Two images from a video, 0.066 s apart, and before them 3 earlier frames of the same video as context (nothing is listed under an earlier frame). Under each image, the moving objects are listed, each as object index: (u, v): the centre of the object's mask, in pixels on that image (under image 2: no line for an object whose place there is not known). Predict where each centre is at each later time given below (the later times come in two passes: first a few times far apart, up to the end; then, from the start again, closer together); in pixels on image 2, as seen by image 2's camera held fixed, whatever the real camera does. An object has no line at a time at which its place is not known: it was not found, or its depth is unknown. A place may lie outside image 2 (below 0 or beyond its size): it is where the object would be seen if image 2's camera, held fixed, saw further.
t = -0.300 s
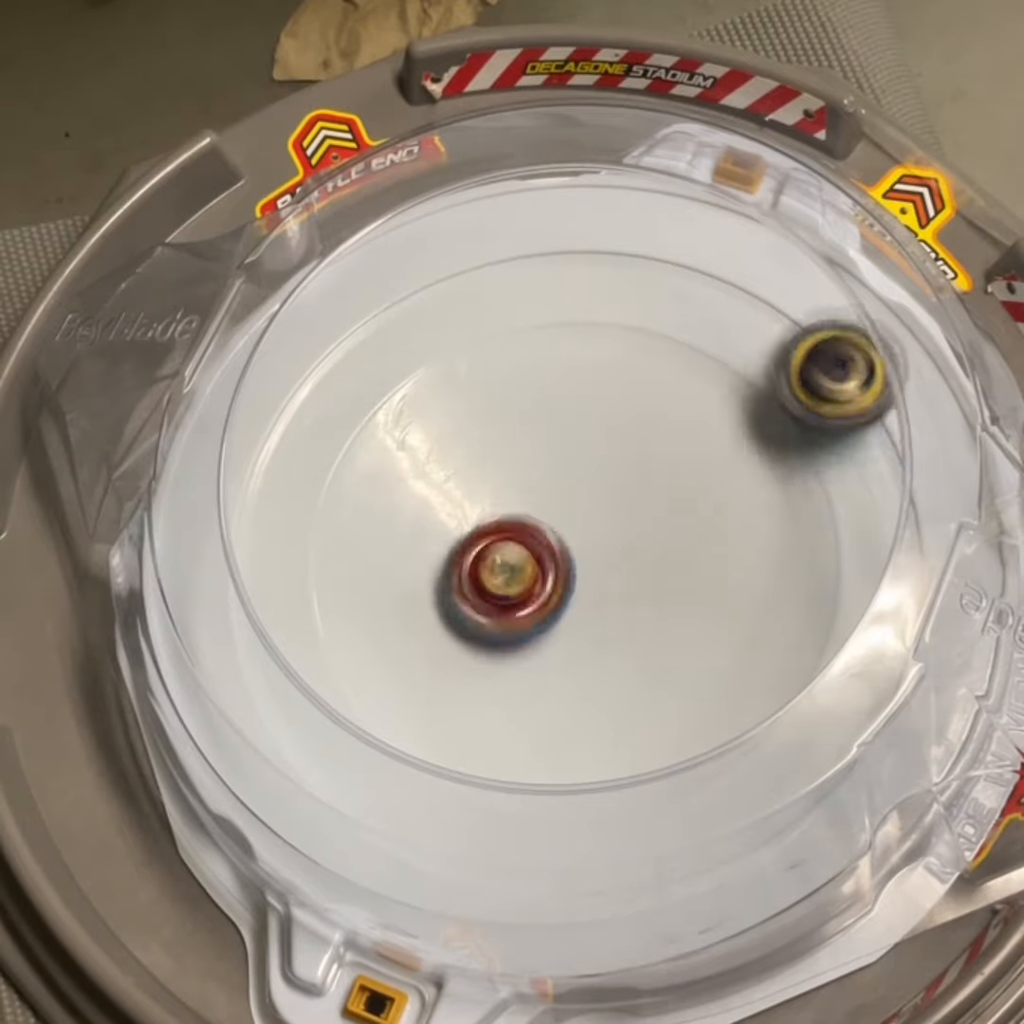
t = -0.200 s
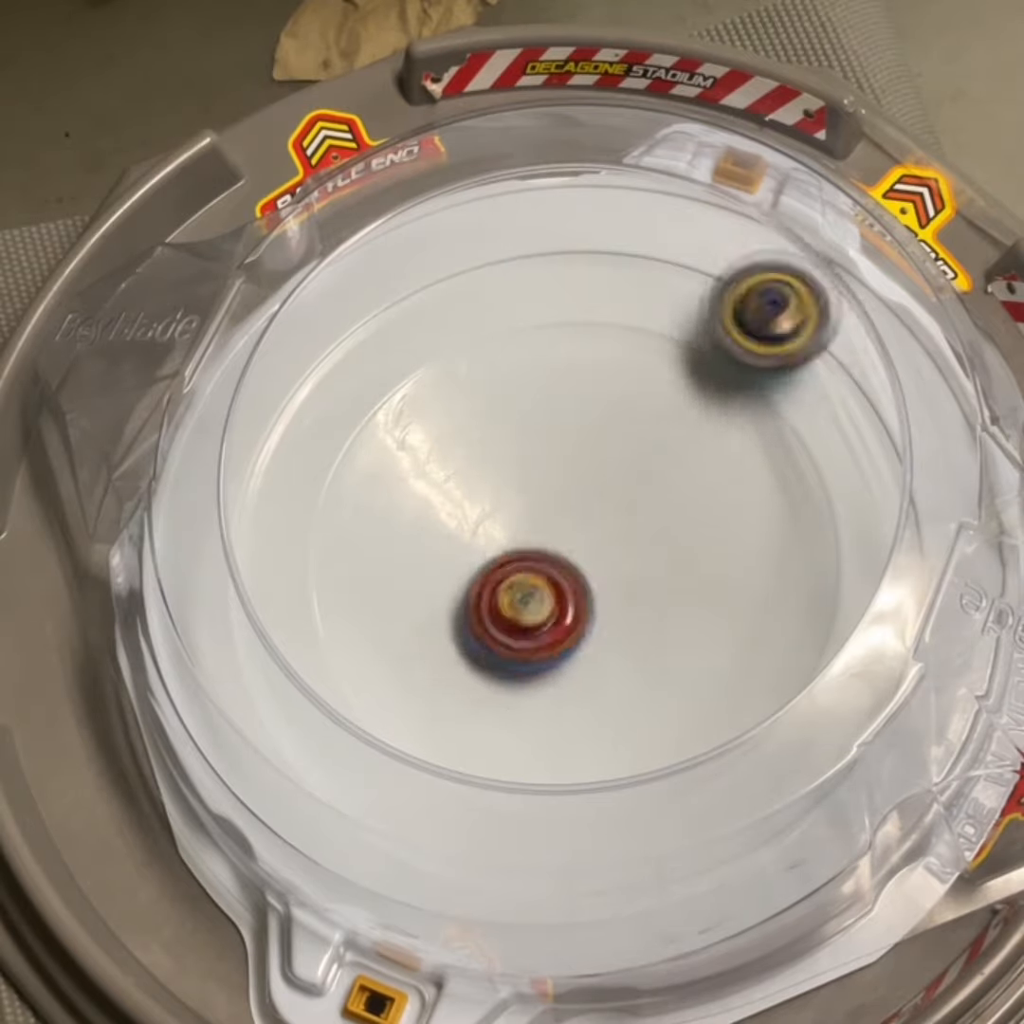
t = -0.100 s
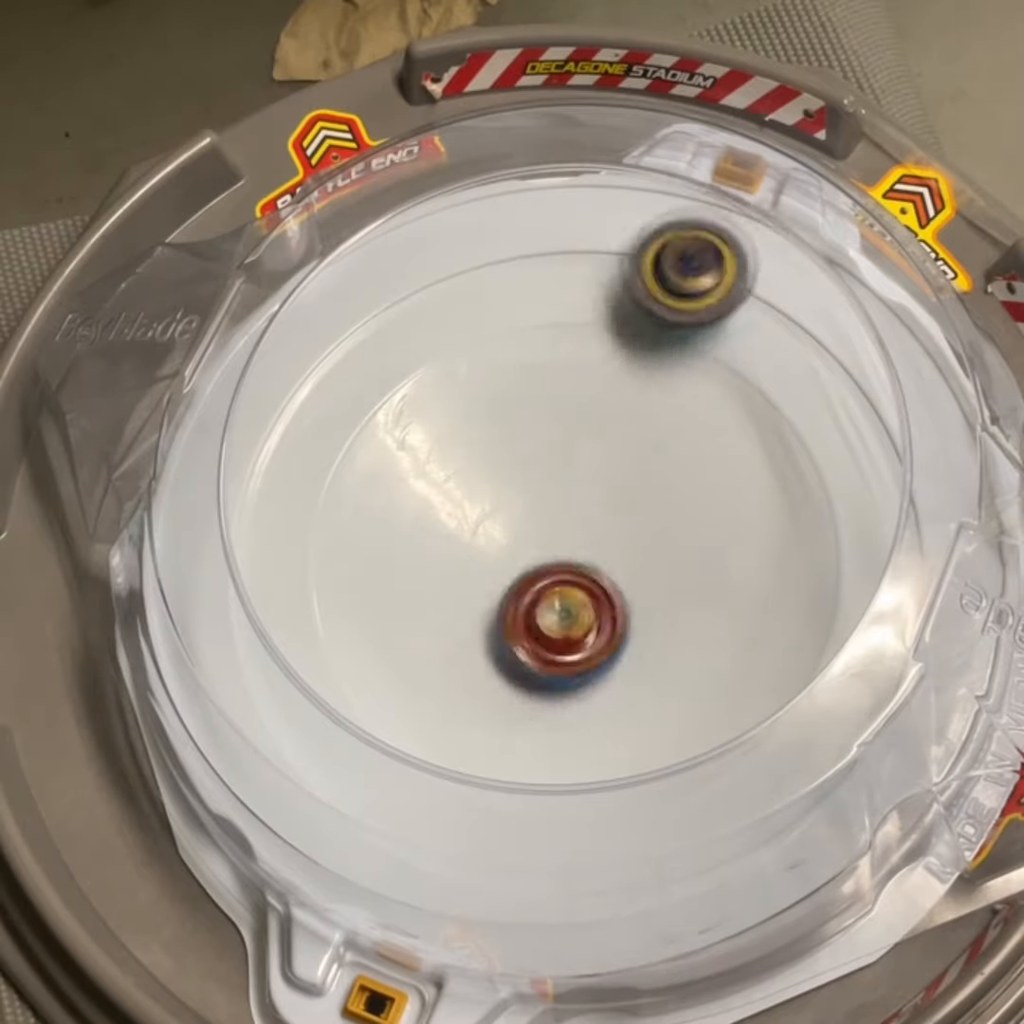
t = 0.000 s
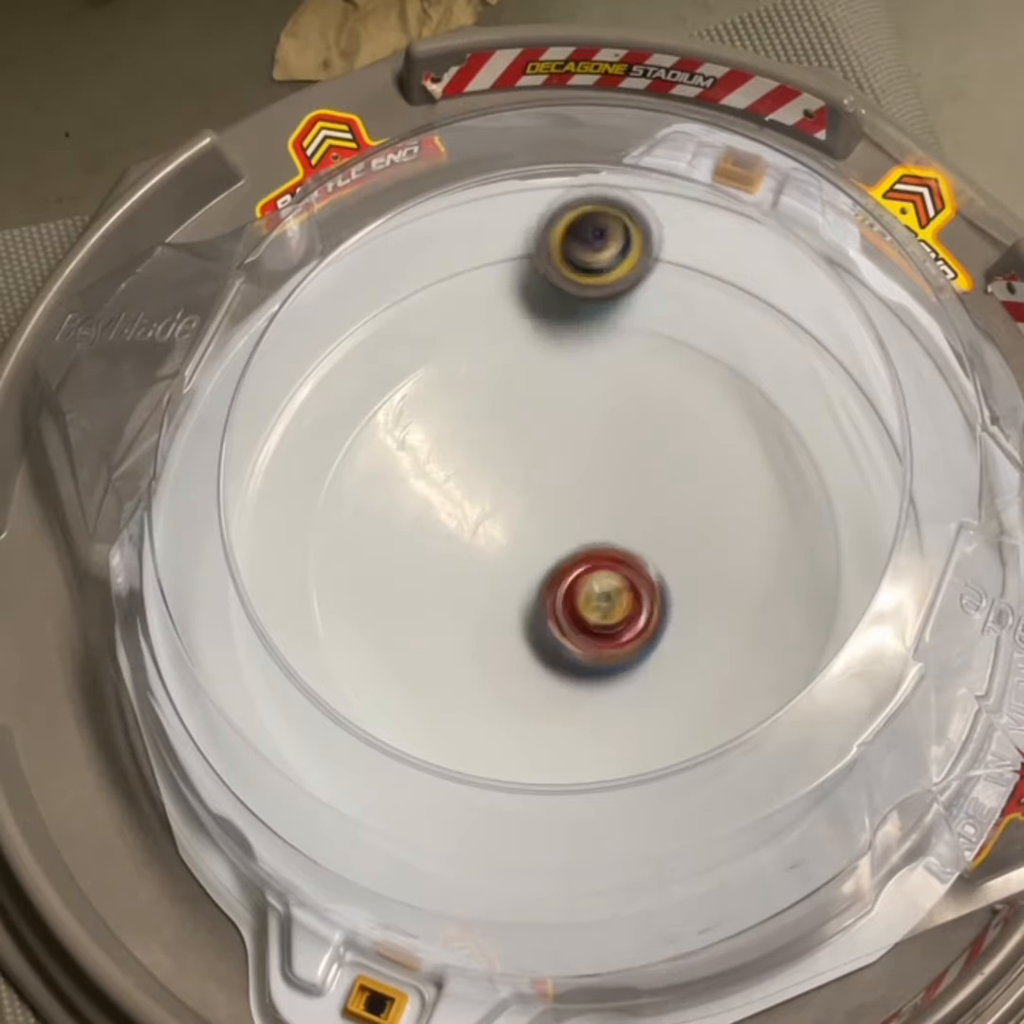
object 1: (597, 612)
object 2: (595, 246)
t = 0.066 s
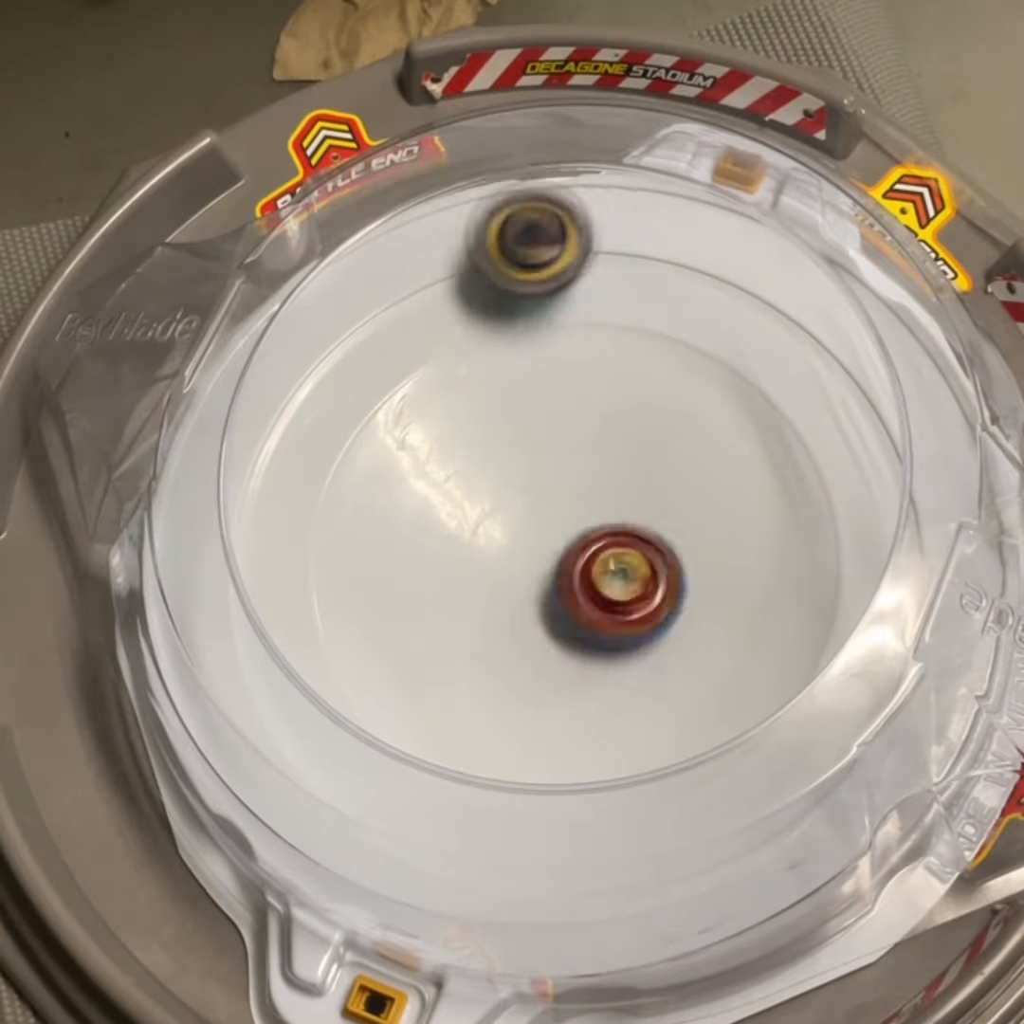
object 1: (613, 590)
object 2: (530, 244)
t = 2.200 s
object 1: (570, 512)
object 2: (452, 713)
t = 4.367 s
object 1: (509, 553)
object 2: (657, 620)
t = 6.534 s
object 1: (591, 586)
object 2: (558, 454)
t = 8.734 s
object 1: (585, 534)
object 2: (539, 644)
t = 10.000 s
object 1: (766, 512)
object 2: (470, 652)
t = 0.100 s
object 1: (616, 575)
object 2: (498, 246)
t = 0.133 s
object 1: (616, 562)
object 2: (466, 251)
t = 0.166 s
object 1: (612, 549)
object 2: (432, 263)
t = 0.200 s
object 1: (607, 537)
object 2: (401, 284)
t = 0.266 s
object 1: (589, 515)
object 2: (344, 326)
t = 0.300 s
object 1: (577, 509)
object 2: (319, 351)
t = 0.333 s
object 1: (564, 506)
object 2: (296, 382)
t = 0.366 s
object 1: (552, 502)
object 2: (276, 414)
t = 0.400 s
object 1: (540, 503)
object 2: (256, 452)
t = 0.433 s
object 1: (526, 507)
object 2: (249, 486)
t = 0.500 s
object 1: (507, 520)
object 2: (239, 562)
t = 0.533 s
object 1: (499, 531)
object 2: (241, 597)
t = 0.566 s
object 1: (495, 543)
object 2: (251, 629)
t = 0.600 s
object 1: (494, 556)
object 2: (262, 658)
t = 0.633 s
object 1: (497, 568)
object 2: (278, 682)
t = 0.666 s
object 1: (503, 581)
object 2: (292, 706)
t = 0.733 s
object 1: (524, 600)
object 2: (326, 751)
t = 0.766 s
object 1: (537, 606)
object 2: (345, 772)
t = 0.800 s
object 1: (550, 611)
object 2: (370, 789)
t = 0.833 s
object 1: (564, 612)
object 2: (397, 802)
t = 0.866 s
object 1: (578, 610)
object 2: (422, 816)
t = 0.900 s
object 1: (592, 606)
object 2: (450, 822)
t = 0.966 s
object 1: (612, 593)
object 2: (506, 838)
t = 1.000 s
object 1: (621, 583)
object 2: (538, 839)
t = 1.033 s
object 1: (625, 572)
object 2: (569, 837)
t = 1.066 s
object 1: (627, 561)
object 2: (599, 831)
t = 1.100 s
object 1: (627, 549)
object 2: (631, 822)
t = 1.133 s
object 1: (624, 537)
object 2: (658, 811)
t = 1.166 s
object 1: (616, 528)
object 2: (691, 793)
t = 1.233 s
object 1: (596, 513)
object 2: (734, 758)
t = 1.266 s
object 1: (584, 509)
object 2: (756, 733)
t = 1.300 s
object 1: (570, 510)
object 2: (776, 705)
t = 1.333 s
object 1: (558, 512)
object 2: (779, 663)
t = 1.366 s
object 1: (545, 516)
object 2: (796, 636)
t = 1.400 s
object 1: (534, 524)
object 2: (805, 605)
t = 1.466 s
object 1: (517, 544)
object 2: (801, 530)
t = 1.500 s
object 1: (513, 556)
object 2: (786, 489)
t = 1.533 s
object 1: (510, 569)
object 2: (764, 448)
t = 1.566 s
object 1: (511, 580)
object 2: (734, 411)
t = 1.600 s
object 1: (515, 591)
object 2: (698, 382)
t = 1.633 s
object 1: (519, 601)
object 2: (658, 357)
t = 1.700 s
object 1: (537, 615)
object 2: (566, 334)
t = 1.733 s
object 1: (547, 620)
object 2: (521, 336)
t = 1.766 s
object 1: (560, 622)
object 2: (478, 345)
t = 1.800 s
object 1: (573, 621)
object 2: (438, 360)
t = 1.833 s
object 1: (585, 618)
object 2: (404, 377)
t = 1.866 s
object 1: (596, 611)
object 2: (374, 403)
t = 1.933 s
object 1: (611, 591)
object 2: (331, 462)
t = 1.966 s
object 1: (615, 579)
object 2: (322, 501)
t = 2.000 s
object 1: (616, 565)
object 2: (319, 537)
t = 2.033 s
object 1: (612, 553)
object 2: (324, 573)
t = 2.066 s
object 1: (608, 542)
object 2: (333, 609)
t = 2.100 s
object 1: (601, 531)
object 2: (353, 643)
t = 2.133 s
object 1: (591, 523)
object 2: (382, 673)
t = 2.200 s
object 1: (570, 512)
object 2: (452, 713)
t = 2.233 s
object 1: (558, 510)
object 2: (493, 724)
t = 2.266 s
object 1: (546, 510)
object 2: (545, 727)
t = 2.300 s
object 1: (535, 512)
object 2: (591, 722)
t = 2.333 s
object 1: (523, 517)
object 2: (638, 710)
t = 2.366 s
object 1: (514, 524)
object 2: (677, 689)
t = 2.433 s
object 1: (502, 542)
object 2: (738, 618)
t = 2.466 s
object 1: (501, 553)
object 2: (751, 583)
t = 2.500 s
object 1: (502, 564)
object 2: (754, 548)
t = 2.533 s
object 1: (506, 576)
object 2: (751, 513)
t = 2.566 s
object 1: (513, 587)
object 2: (739, 479)
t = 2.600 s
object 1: (522, 595)
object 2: (722, 446)
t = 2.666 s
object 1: (545, 606)
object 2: (668, 393)
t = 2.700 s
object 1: (558, 608)
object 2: (632, 373)
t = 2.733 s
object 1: (570, 609)
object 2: (593, 364)
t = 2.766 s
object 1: (584, 605)
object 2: (554, 364)
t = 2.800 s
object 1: (594, 601)
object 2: (517, 371)
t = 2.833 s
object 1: (604, 595)
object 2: (482, 387)
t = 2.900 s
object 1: (618, 577)
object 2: (426, 435)
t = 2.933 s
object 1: (622, 567)
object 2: (404, 465)
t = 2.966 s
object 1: (623, 555)
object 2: (389, 503)
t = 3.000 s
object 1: (621, 545)
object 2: (380, 539)
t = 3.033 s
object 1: (617, 535)
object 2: (383, 574)
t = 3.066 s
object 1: (610, 526)
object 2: (392, 607)
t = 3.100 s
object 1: (600, 520)
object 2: (409, 636)
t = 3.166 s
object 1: (578, 511)
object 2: (453, 684)
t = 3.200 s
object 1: (566, 513)
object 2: (482, 699)
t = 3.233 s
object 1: (554, 514)
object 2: (514, 707)
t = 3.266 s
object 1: (542, 521)
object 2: (550, 711)
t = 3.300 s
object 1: (532, 528)
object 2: (587, 711)
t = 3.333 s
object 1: (524, 536)
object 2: (627, 703)
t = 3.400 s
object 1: (515, 557)
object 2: (689, 660)
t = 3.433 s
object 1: (513, 568)
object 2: (710, 634)
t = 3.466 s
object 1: (515, 578)
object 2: (723, 606)
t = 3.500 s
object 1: (518, 588)
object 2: (729, 575)
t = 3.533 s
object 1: (522, 598)
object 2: (726, 545)
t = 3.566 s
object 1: (530, 604)
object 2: (719, 516)
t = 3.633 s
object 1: (549, 615)
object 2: (684, 468)
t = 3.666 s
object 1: (561, 616)
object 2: (661, 451)
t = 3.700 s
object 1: (572, 616)
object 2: (636, 439)
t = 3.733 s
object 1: (584, 612)
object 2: (610, 429)
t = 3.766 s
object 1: (593, 606)
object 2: (582, 425)
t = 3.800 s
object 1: (601, 599)
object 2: (554, 425)
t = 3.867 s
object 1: (609, 578)
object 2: (501, 439)
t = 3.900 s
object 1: (611, 566)
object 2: (478, 454)
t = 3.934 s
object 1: (609, 555)
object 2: (456, 474)
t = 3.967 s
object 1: (605, 544)
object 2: (438, 498)
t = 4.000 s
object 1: (599, 534)
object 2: (429, 527)
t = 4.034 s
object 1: (590, 527)
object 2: (428, 557)
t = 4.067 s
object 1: (582, 520)
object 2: (435, 585)
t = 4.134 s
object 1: (561, 513)
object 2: (471, 628)
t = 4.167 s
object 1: (550, 512)
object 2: (498, 641)
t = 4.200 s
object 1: (539, 515)
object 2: (528, 651)
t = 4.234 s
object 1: (530, 519)
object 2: (558, 655)
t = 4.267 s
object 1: (521, 525)
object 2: (585, 654)
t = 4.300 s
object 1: (514, 533)
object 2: (613, 646)
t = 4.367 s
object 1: (509, 553)
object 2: (657, 620)
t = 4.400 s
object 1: (510, 563)
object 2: (674, 601)
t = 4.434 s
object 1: (513, 574)
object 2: (687, 579)
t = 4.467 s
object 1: (521, 582)
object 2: (693, 557)
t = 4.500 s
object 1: (529, 591)
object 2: (693, 534)
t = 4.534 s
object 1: (539, 596)
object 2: (690, 511)
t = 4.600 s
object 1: (561, 603)
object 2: (664, 470)
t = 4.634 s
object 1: (572, 603)
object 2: (643, 456)
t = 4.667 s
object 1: (582, 601)
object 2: (619, 445)
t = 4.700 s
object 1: (593, 596)
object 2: (593, 440)
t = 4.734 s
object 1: (601, 590)
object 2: (567, 441)
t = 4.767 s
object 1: (608, 583)
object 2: (540, 448)
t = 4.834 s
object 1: (616, 565)
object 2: (493, 476)
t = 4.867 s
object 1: (616, 556)
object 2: (476, 497)
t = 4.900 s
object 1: (614, 547)
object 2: (464, 521)
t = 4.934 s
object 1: (609, 538)
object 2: (457, 546)
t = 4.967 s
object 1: (602, 532)
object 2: (453, 573)
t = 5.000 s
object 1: (595, 525)
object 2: (460, 597)
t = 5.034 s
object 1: (584, 522)
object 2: (474, 616)
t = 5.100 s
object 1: (563, 521)
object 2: (508, 648)
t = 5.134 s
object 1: (552, 523)
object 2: (535, 657)
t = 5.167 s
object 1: (542, 529)
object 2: (560, 661)
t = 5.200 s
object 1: (534, 536)
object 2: (585, 656)
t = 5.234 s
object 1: (528, 544)
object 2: (607, 647)
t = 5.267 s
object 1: (523, 554)
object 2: (631, 634)
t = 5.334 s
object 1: (520, 574)
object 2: (664, 591)
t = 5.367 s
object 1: (525, 582)
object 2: (670, 569)
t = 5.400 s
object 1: (527, 591)
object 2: (673, 543)
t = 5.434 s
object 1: (535, 597)
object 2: (668, 518)
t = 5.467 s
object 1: (542, 603)
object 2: (658, 496)
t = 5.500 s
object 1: (552, 605)
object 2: (644, 477)
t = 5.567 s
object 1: (572, 604)
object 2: (603, 450)
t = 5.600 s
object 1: (582, 600)
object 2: (582, 443)
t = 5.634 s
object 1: (589, 593)
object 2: (558, 441)
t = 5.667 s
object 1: (595, 585)
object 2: (535, 443)
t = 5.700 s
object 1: (598, 577)
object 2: (514, 451)
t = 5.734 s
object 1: (599, 568)
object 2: (494, 463)
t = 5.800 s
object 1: (596, 550)
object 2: (465, 500)
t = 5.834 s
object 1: (592, 543)
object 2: (454, 528)
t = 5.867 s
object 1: (588, 535)
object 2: (456, 551)
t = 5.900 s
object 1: (583, 529)
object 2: (464, 575)
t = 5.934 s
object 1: (577, 522)
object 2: (474, 597)
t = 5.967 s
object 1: (568, 520)
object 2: (497, 614)
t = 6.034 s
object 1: (546, 522)
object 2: (536, 639)
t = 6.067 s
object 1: (539, 526)
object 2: (565, 639)
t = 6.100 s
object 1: (532, 534)
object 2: (589, 638)
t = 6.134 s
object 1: (529, 542)
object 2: (610, 636)
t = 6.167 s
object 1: (525, 550)
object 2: (635, 621)
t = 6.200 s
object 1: (525, 557)
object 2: (649, 612)
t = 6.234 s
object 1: (525, 565)
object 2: (669, 589)
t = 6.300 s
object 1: (533, 581)
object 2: (681, 545)
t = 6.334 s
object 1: (542, 586)
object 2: (678, 522)
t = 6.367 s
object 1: (547, 592)
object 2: (665, 504)
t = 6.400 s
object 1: (558, 593)
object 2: (653, 483)
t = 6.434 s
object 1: (565, 595)
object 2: (635, 467)
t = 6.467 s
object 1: (575, 593)
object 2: (610, 459)
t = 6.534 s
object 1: (591, 586)
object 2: (558, 454)
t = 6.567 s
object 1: (595, 582)
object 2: (533, 461)
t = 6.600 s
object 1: (600, 574)
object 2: (510, 472)
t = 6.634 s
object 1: (602, 569)
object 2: (492, 487)
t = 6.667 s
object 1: (604, 561)
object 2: (474, 507)
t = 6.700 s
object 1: (601, 556)
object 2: (465, 524)
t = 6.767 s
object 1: (594, 543)
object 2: (457, 567)
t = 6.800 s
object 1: (590, 537)
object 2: (460, 584)
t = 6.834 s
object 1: (583, 534)
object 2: (467, 606)
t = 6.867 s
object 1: (577, 530)
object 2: (481, 619)
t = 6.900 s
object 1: (568, 530)
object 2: (501, 632)
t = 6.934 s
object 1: (560, 529)
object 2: (516, 643)
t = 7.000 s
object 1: (543, 536)
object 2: (568, 646)
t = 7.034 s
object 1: (536, 544)
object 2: (595, 640)
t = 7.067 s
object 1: (531, 550)
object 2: (616, 627)
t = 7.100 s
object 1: (530, 557)
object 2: (640, 614)
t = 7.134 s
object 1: (530, 563)
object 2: (657, 598)
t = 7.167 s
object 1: (533, 570)
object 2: (669, 578)
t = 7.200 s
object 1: (535, 577)
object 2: (676, 557)
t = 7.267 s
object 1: (546, 588)
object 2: (671, 512)
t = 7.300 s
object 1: (556, 590)
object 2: (657, 493)
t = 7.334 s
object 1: (561, 593)
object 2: (641, 474)
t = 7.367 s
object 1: (570, 592)
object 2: (620, 462)
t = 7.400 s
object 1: (577, 592)
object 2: (595, 454)
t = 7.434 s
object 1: (585, 587)
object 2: (567, 453)
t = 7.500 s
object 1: (594, 578)
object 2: (518, 468)
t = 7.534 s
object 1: (597, 572)
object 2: (500, 480)
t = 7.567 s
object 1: (598, 566)
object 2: (482, 498)
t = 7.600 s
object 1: (599, 559)
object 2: (465, 521)
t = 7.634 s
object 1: (597, 554)
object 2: (456, 545)
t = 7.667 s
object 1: (595, 547)
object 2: (457, 565)
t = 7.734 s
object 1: (586, 538)
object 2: (467, 604)
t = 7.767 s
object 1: (581, 534)
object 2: (482, 622)
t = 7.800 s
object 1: (573, 533)
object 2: (495, 640)
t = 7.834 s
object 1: (565, 531)
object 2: (521, 648)
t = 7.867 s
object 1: (558, 532)
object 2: (544, 657)
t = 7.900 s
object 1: (552, 534)
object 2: (571, 649)
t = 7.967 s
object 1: (539, 543)
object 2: (620, 632)
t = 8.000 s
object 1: (534, 549)
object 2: (642, 611)
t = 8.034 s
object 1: (531, 555)
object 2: (655, 589)
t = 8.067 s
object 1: (531, 561)
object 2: (663, 565)
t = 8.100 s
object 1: (528, 567)
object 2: (664, 541)
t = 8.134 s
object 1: (532, 573)
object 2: (661, 516)
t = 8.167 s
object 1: (533, 580)
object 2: (649, 496)
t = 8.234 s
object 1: (543, 589)
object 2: (621, 458)
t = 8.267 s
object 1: (548, 592)
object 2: (601, 446)
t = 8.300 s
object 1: (554, 592)
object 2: (580, 439)
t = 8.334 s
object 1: (561, 593)
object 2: (555, 437)
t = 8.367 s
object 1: (569, 591)
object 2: (531, 441)
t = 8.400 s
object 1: (574, 590)
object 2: (510, 449)
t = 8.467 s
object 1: (584, 582)
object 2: (475, 483)
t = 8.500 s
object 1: (588, 577)
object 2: (464, 506)
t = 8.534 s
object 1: (591, 571)
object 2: (459, 530)
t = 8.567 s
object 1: (592, 566)
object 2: (461, 556)
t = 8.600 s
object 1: (594, 559)
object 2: (465, 582)
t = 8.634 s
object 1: (596, 552)
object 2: (477, 602)
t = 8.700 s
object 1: (591, 539)
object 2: (519, 631)
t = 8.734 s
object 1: (585, 534)
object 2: (539, 644)
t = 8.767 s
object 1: (579, 532)
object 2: (566, 646)
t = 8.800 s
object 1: (570, 532)
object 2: (590, 645)
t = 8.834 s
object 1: (565, 533)
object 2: (616, 644)
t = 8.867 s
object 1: (560, 535)
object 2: (637, 631)
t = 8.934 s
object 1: (549, 539)
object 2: (671, 601)
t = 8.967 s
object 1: (544, 543)
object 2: (682, 579)
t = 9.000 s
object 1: (541, 547)
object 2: (684, 556)
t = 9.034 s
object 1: (538, 552)
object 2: (680, 534)
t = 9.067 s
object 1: (535, 558)
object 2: (670, 511)
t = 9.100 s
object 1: (535, 563)
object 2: (654, 494)
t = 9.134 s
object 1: (534, 569)
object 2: (635, 478)
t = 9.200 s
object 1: (538, 582)
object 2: (593, 453)
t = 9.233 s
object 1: (536, 590)
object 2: (574, 443)
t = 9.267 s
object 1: (537, 594)
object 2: (554, 439)
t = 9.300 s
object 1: (538, 597)
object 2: (532, 441)
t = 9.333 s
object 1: (544, 600)
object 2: (511, 446)
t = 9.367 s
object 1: (548, 603)
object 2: (492, 457)
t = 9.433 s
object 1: (559, 604)
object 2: (462, 490)
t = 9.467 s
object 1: (565, 604)
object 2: (455, 513)
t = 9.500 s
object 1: (571, 600)
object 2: (451, 539)
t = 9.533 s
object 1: (577, 597)
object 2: (457, 560)
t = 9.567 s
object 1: (597, 597)
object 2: (446, 577)
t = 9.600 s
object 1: (616, 594)
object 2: (444, 586)
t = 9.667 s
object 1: (636, 591)
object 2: (457, 604)
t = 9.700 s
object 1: (642, 588)
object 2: (470, 616)
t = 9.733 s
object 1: (643, 586)
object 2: (489, 627)
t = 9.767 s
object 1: (643, 583)
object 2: (509, 636)
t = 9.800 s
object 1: (646, 577)
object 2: (534, 638)
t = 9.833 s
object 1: (652, 571)
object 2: (559, 636)
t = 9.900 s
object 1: (711, 545)
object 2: (511, 655)
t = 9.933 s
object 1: (737, 532)
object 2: (491, 655)
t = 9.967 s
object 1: (758, 522)
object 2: (476, 654)
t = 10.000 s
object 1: (766, 512)
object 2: (470, 652)
